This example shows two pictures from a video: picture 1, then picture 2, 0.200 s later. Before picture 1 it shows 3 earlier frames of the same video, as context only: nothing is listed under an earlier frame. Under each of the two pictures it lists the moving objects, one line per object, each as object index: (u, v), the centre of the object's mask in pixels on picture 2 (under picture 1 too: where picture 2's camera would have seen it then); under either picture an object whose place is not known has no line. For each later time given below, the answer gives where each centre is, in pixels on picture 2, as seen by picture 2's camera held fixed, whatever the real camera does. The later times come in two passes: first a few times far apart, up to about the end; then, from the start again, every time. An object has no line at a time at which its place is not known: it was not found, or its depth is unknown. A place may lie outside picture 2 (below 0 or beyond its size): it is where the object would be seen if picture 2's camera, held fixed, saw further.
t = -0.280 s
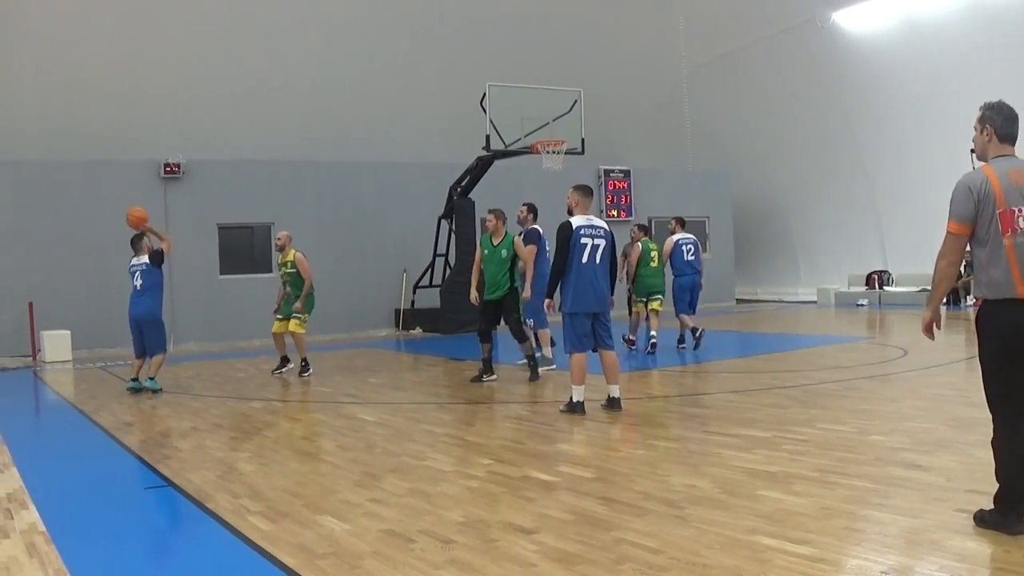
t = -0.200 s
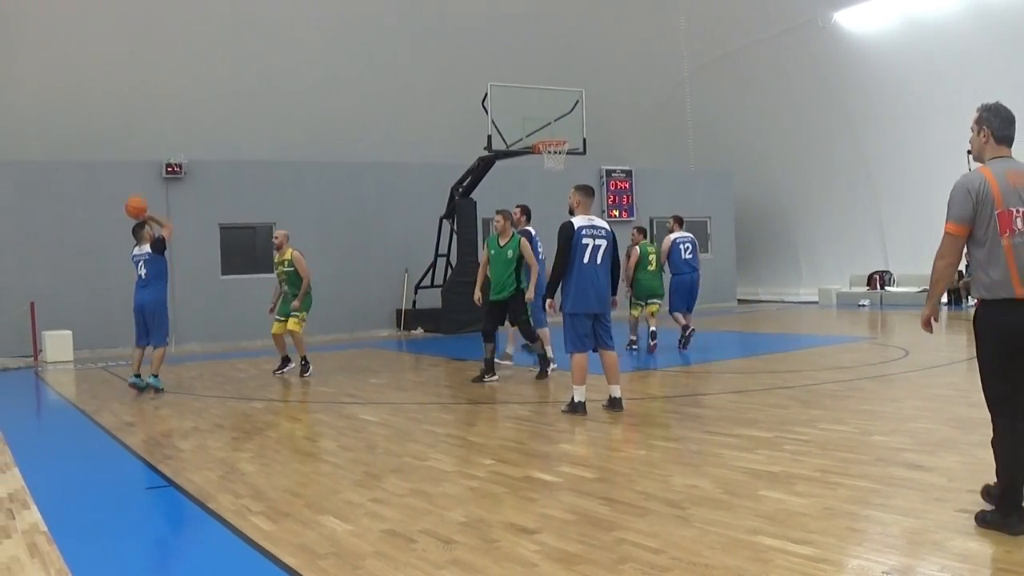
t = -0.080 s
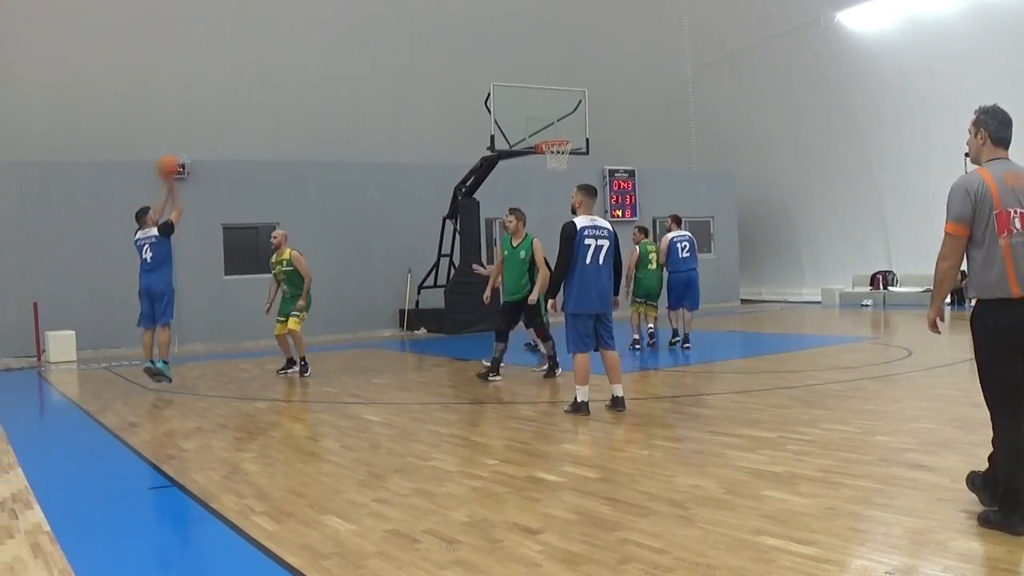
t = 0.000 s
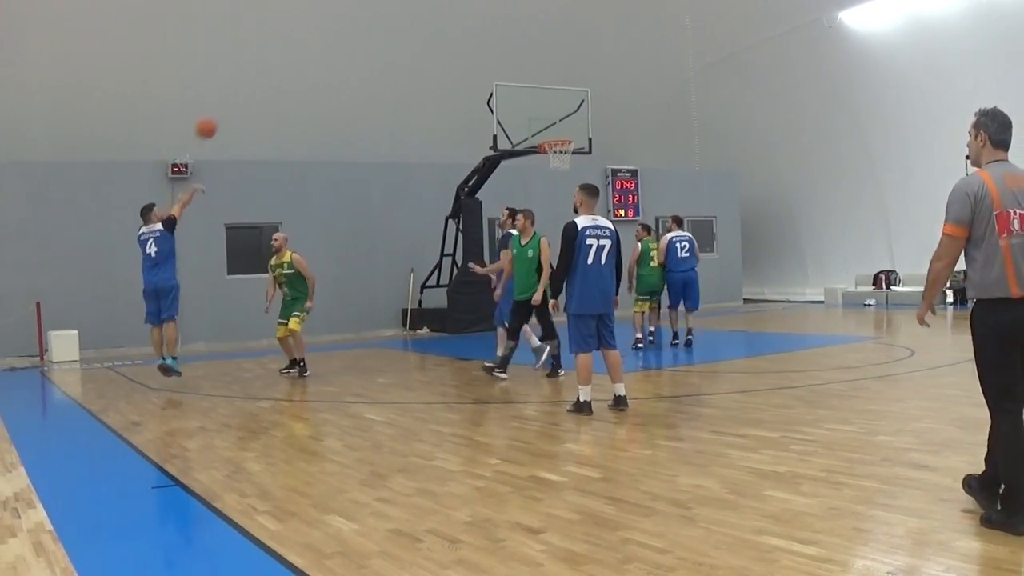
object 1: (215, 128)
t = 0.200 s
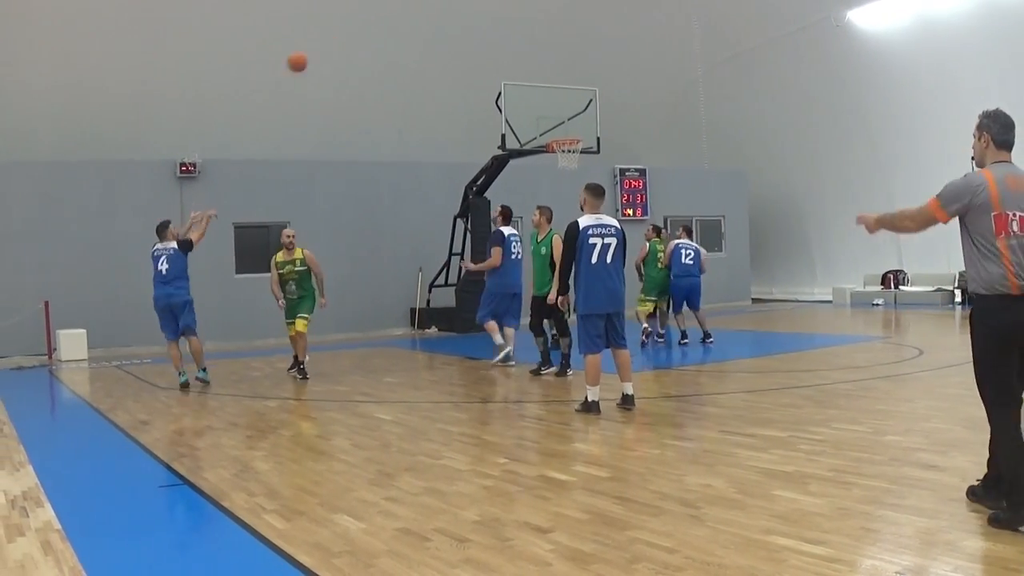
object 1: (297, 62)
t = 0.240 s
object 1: (312, 54)
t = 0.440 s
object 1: (383, 34)
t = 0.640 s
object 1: (446, 44)
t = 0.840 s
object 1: (501, 80)
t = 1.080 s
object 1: (544, 122)
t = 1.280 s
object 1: (549, 91)
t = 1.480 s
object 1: (557, 85)
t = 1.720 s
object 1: (569, 113)
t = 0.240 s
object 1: (312, 54)
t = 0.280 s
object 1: (327, 47)
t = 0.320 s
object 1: (342, 42)
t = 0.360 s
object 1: (356, 38)
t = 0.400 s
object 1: (370, 35)
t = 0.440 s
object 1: (383, 34)
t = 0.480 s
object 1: (396, 34)
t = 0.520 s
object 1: (409, 35)
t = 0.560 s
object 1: (422, 37)
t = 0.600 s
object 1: (434, 41)
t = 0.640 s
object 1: (446, 44)
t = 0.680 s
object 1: (457, 50)
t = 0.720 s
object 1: (469, 57)
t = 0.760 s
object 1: (480, 63)
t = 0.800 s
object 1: (490, 71)
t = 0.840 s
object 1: (501, 80)
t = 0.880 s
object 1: (511, 90)
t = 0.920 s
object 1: (522, 101)
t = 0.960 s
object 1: (532, 112)
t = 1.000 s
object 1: (542, 124)
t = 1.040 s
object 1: (548, 134)
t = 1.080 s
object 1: (544, 122)
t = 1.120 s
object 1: (543, 114)
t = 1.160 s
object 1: (544, 107)
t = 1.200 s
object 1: (546, 101)
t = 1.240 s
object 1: (547, 96)
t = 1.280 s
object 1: (549, 91)
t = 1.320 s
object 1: (550, 88)
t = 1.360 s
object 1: (552, 86)
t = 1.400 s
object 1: (553, 85)
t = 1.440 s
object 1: (555, 85)
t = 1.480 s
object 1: (557, 85)
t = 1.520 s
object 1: (559, 87)
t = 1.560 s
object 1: (560, 90)
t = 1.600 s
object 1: (562, 94)
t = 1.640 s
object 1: (565, 98)
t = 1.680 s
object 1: (566, 105)
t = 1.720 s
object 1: (569, 113)
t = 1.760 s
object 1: (571, 121)
